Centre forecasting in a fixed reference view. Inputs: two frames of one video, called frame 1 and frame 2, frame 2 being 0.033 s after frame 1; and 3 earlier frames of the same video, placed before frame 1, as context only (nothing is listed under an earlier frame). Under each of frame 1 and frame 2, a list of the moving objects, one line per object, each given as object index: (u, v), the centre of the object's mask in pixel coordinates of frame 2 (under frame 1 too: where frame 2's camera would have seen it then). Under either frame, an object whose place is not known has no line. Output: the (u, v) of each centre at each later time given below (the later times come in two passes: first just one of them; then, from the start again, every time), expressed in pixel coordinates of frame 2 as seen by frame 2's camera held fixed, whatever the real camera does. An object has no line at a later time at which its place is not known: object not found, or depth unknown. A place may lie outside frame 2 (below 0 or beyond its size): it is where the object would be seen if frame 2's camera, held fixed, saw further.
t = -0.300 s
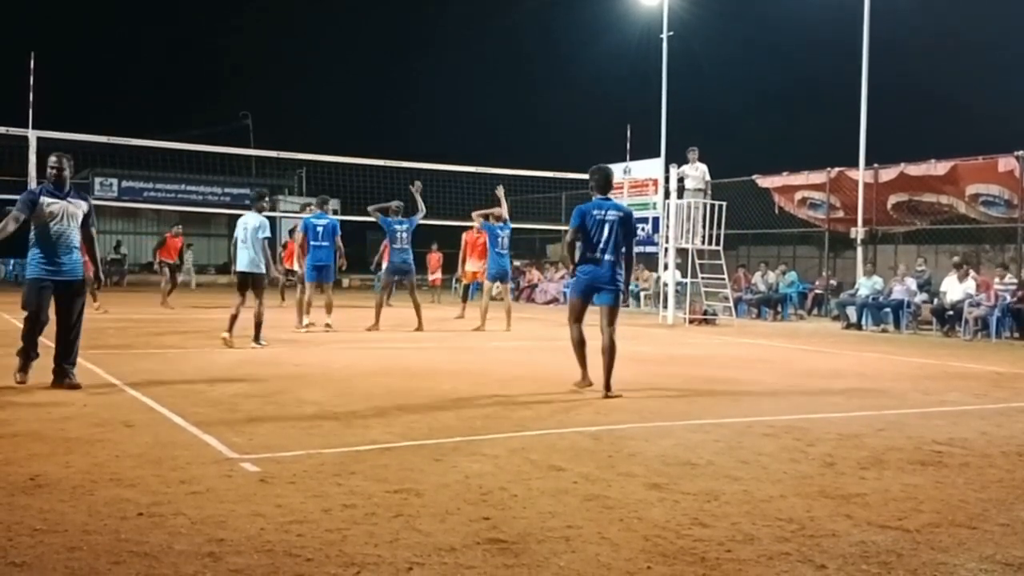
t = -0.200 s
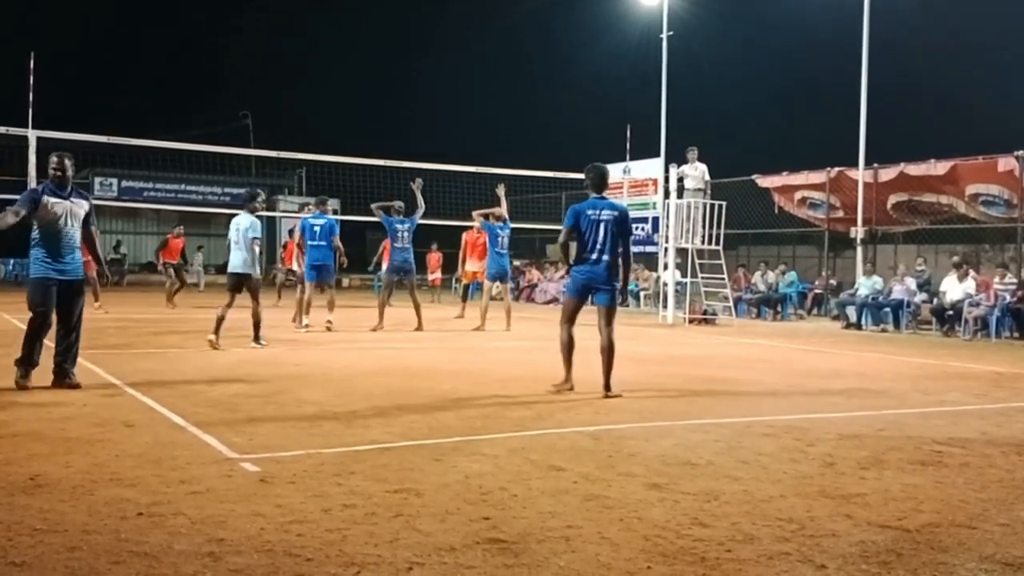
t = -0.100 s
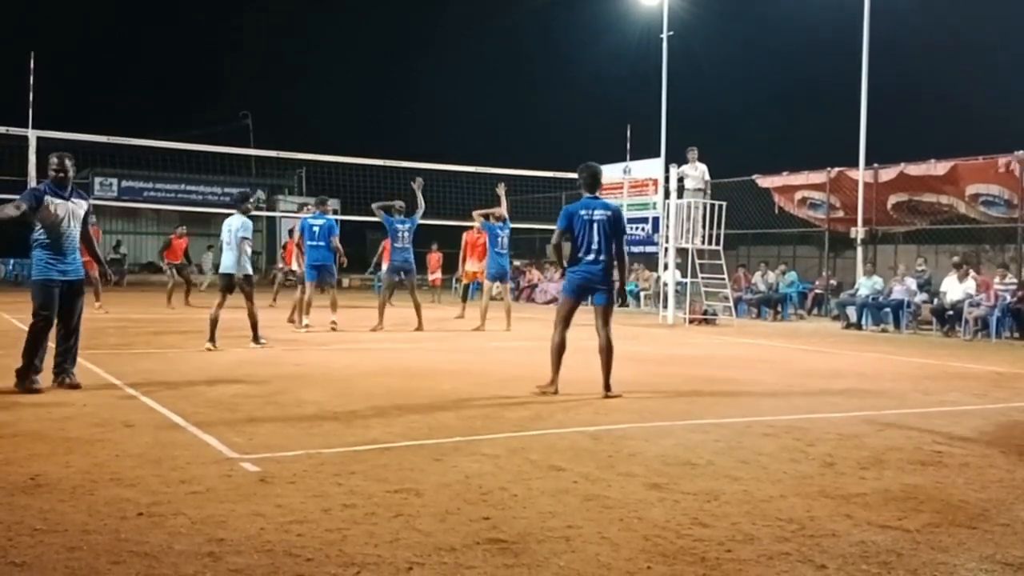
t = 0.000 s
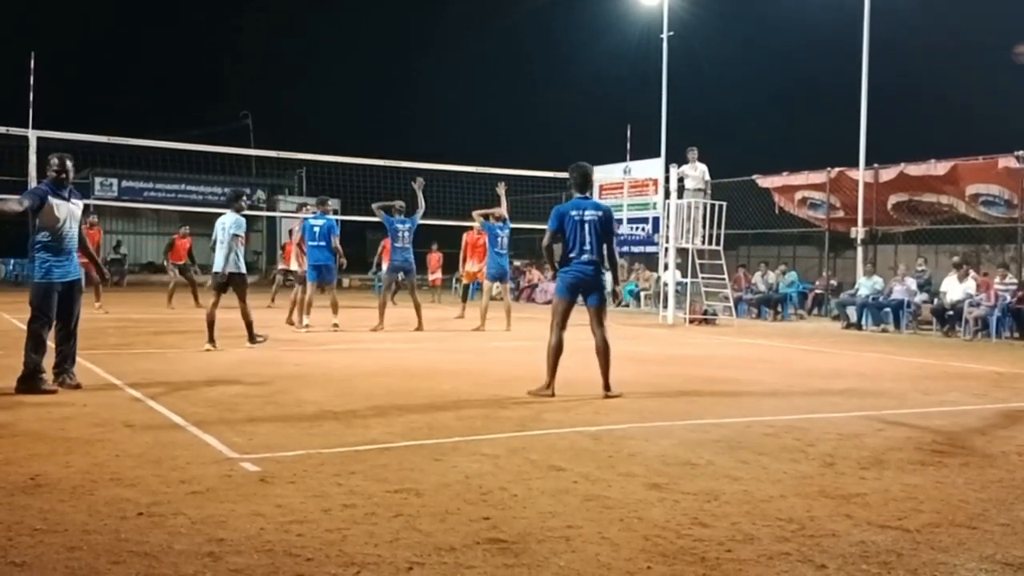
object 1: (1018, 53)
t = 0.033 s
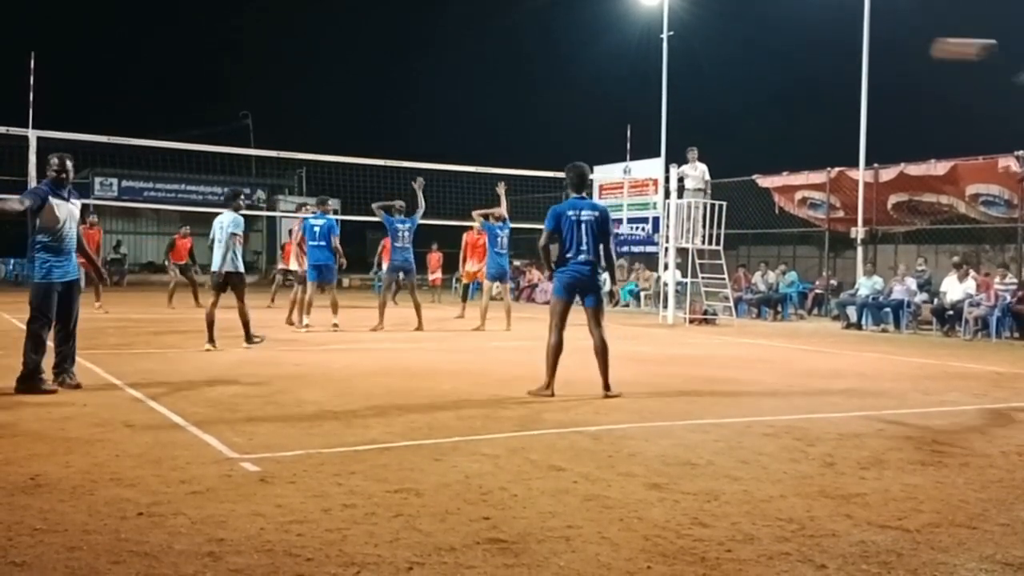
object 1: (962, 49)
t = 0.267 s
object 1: (551, 70)
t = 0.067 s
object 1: (886, 46)
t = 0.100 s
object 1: (815, 47)
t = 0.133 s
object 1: (751, 49)
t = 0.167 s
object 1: (693, 52)
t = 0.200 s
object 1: (640, 57)
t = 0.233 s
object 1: (594, 63)
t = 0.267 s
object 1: (551, 70)
